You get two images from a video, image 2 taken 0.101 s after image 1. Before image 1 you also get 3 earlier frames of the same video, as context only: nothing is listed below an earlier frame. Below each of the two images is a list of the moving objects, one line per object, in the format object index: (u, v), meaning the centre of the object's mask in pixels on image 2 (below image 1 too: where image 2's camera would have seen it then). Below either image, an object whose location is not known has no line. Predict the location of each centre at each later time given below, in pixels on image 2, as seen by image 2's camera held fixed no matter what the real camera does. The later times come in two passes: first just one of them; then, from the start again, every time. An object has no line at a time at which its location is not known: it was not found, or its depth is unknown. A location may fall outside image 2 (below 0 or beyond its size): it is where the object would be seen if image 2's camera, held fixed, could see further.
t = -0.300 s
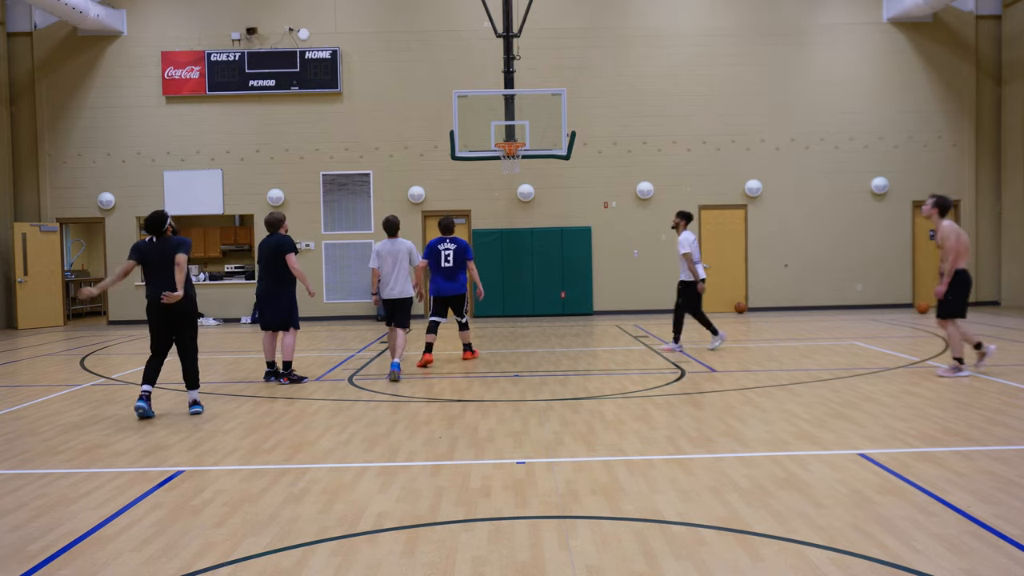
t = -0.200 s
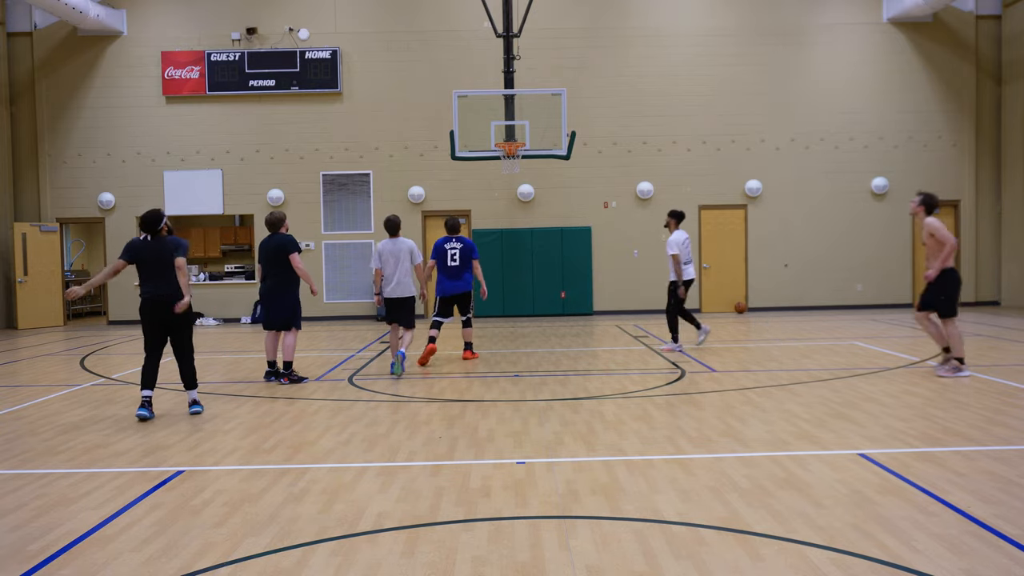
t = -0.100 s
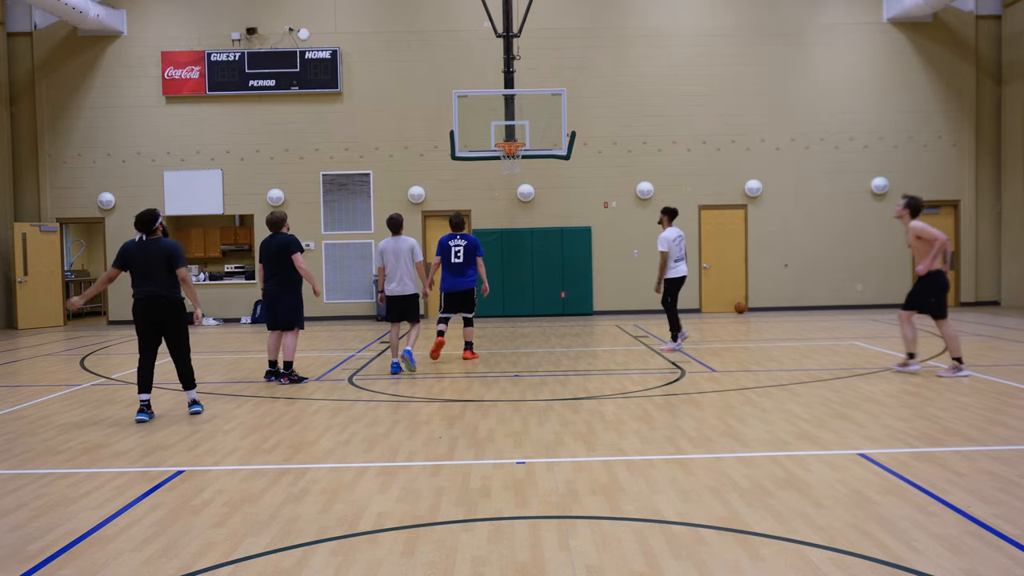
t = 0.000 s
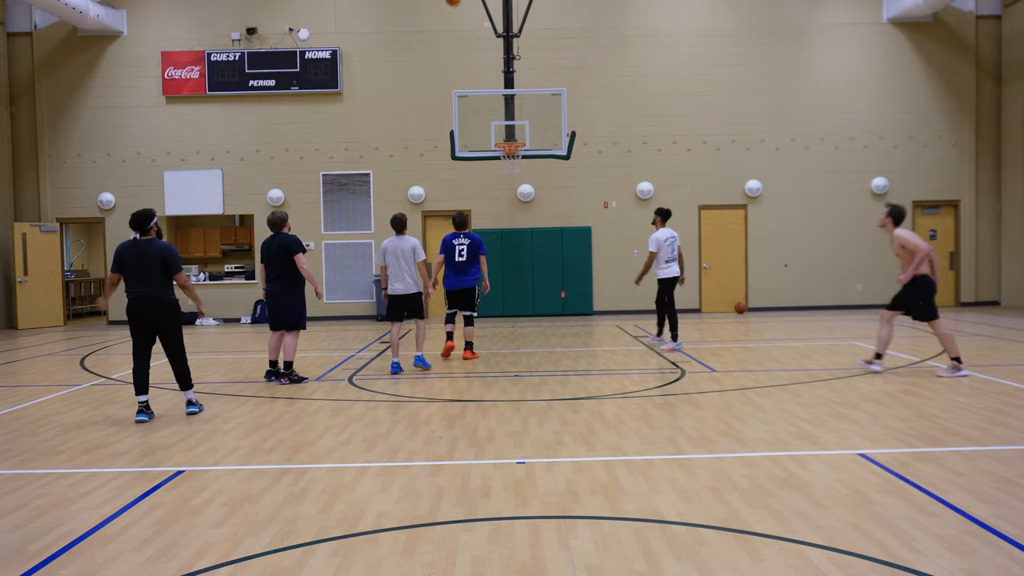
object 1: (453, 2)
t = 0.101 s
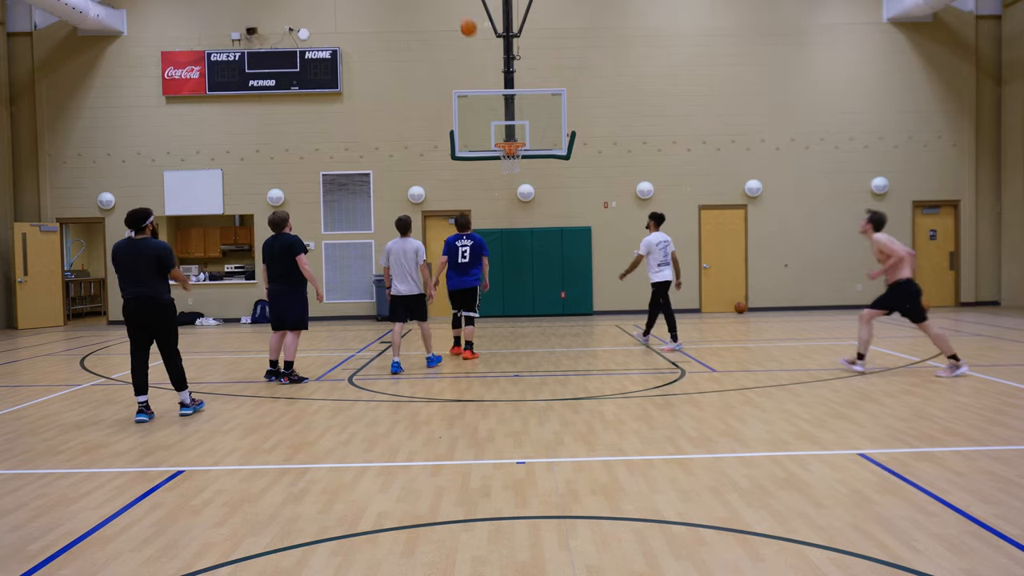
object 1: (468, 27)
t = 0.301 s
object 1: (495, 102)
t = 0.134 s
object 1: (472, 39)
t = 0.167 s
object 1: (478, 50)
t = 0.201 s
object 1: (482, 62)
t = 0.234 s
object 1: (486, 75)
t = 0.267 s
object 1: (491, 88)
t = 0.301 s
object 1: (495, 102)
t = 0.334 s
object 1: (500, 115)
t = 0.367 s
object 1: (504, 132)
